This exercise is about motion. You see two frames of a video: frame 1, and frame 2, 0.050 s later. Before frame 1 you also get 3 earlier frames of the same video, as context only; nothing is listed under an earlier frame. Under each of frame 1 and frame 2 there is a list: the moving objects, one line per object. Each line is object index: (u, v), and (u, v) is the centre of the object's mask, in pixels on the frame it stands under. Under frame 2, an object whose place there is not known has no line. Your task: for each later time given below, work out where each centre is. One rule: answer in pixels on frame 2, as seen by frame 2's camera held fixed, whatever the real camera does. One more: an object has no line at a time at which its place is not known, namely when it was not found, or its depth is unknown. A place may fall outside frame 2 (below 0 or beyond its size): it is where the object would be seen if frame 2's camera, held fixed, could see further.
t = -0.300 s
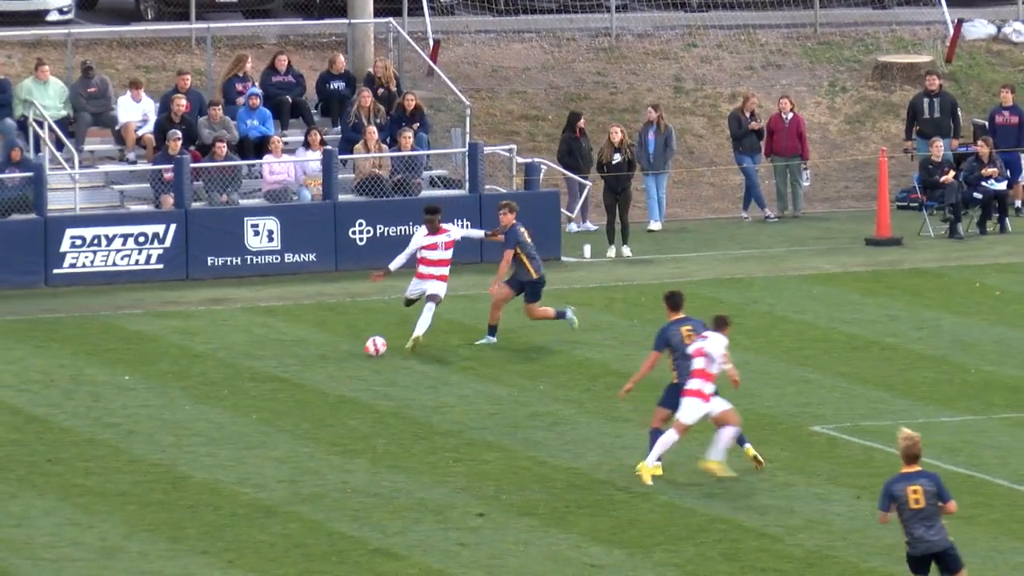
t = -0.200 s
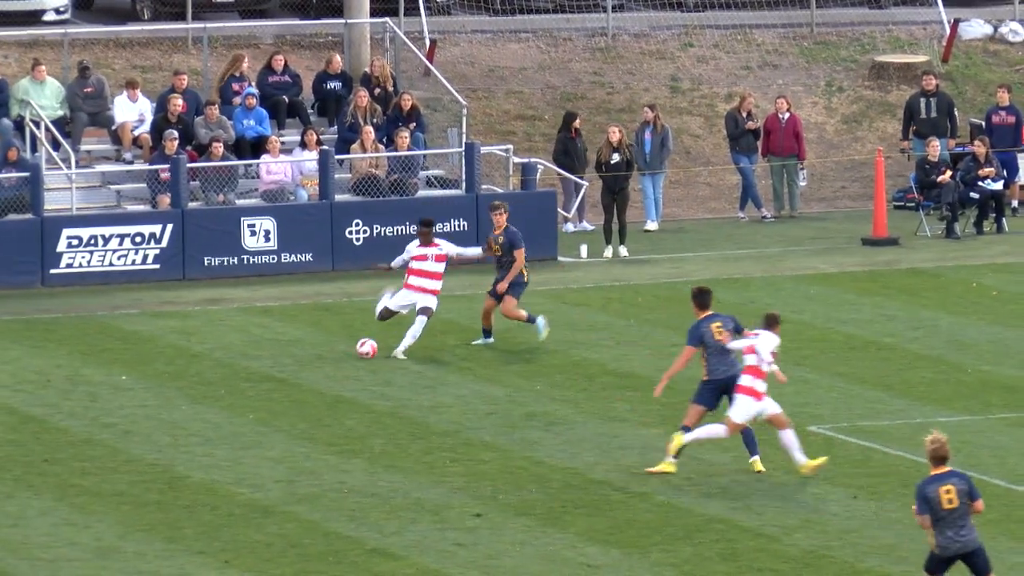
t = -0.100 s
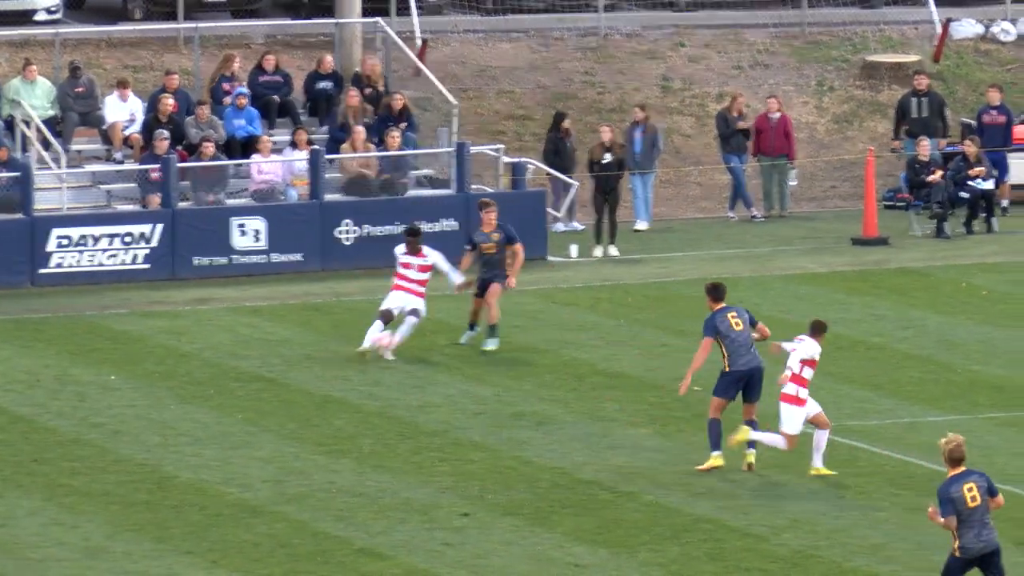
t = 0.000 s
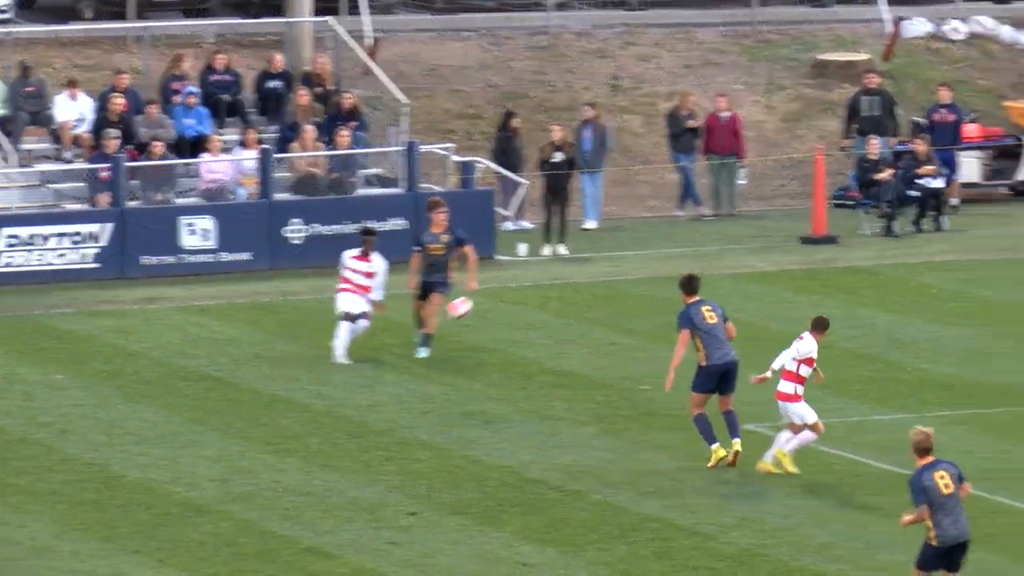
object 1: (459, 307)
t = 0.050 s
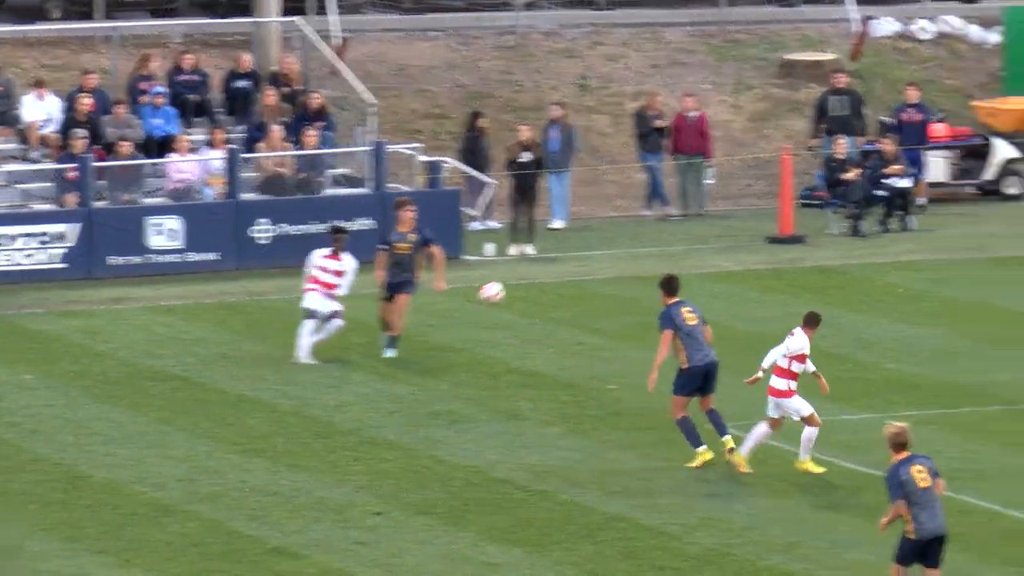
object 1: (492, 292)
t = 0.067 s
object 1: (513, 287)
